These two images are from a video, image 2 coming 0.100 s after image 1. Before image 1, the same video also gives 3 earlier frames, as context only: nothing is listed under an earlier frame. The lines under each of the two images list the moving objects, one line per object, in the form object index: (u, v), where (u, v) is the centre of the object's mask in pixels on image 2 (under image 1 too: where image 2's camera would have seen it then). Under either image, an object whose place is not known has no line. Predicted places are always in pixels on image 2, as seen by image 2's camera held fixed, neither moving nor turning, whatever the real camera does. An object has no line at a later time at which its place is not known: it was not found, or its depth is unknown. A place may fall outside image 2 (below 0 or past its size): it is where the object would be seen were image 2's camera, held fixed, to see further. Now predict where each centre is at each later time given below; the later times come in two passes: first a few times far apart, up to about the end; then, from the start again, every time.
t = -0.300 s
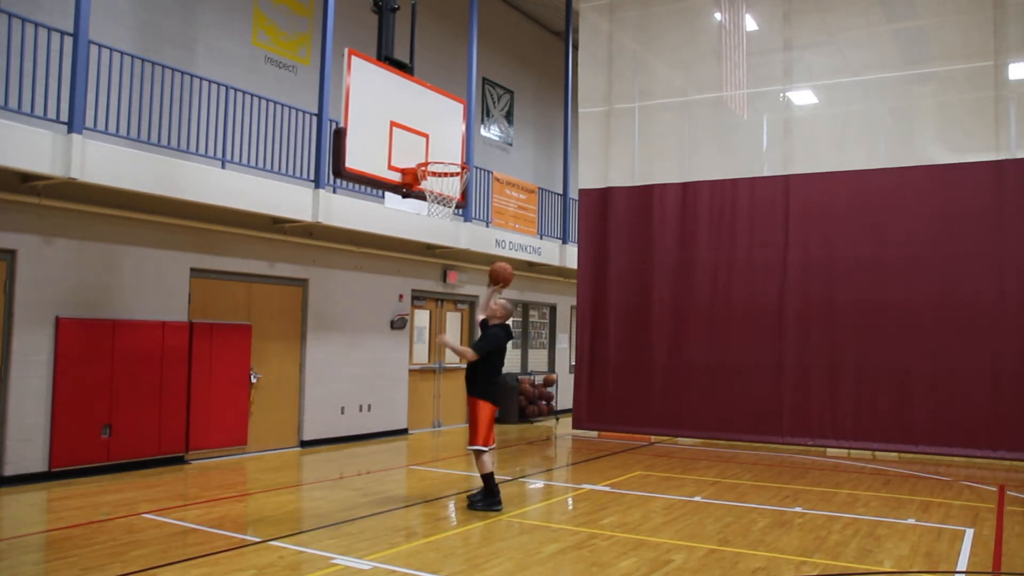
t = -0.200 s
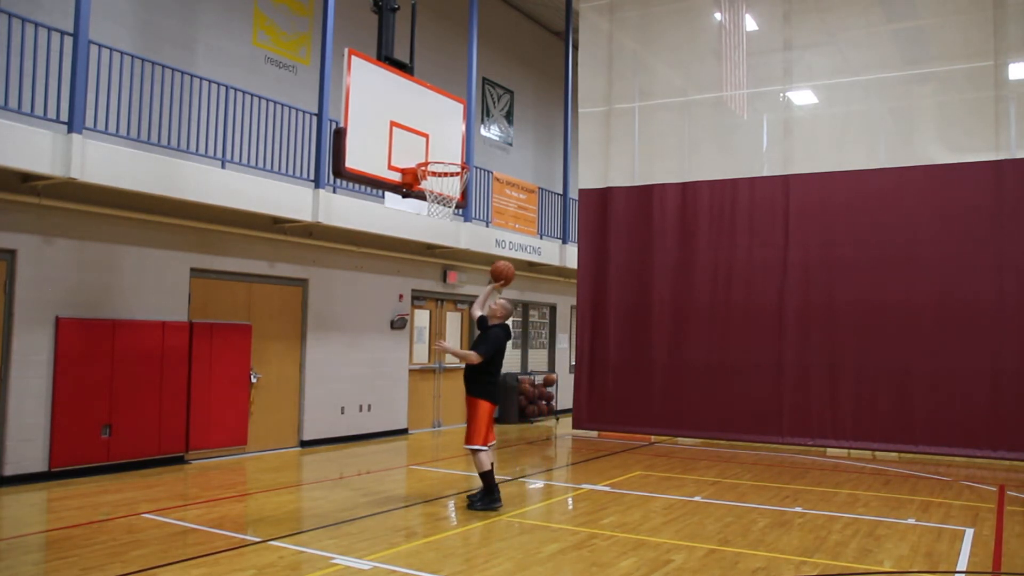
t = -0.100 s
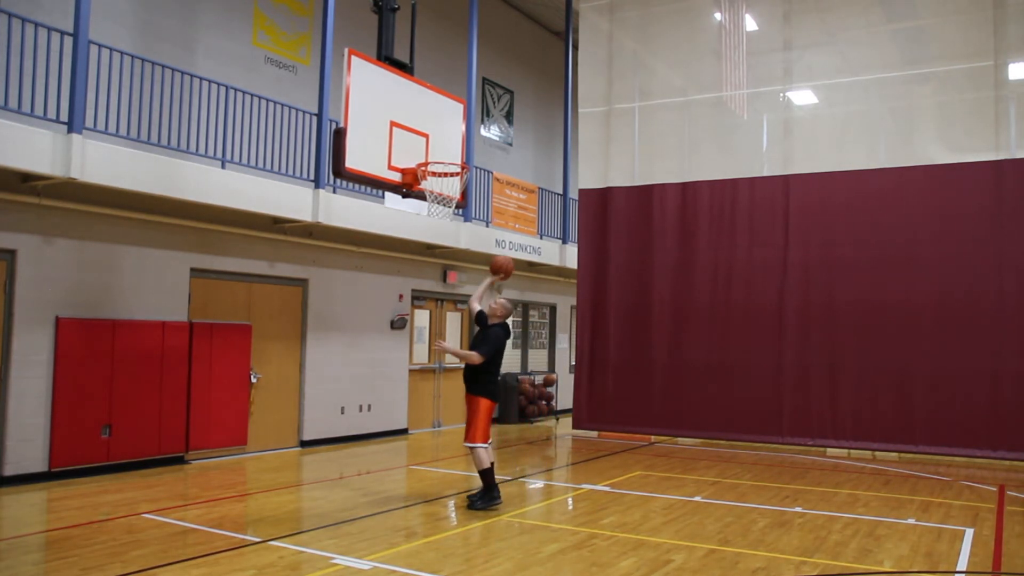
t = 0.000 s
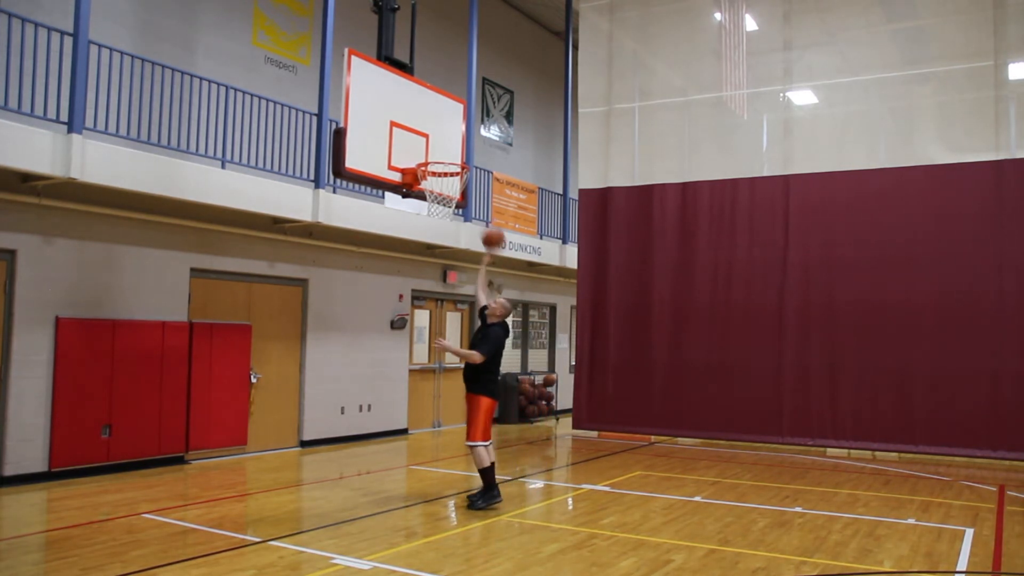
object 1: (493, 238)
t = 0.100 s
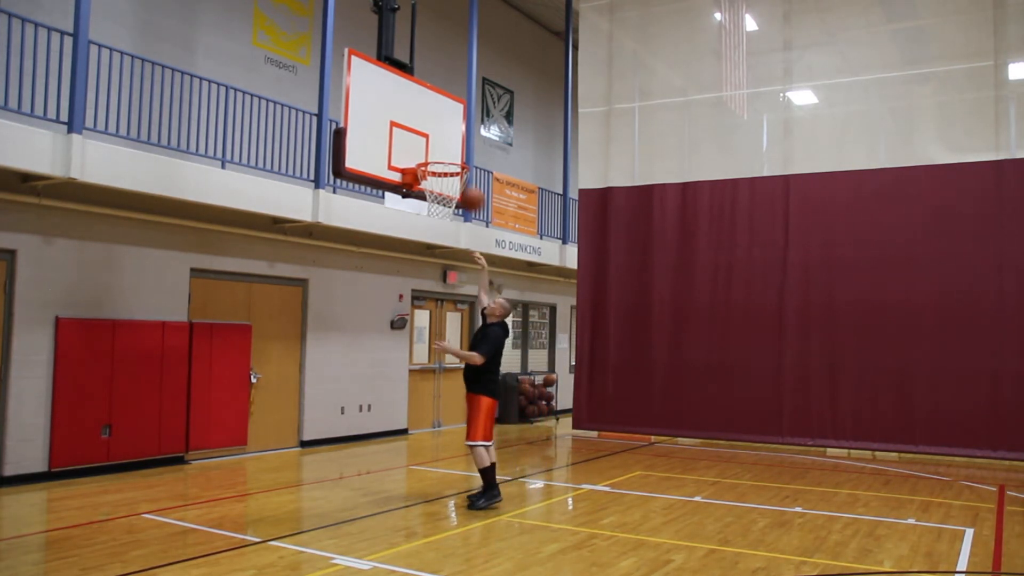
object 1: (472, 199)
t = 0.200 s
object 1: (451, 171)
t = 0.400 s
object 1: (434, 150)
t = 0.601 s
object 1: (441, 179)
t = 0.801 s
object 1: (449, 210)
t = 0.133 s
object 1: (469, 190)
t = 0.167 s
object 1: (455, 182)
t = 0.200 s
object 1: (451, 171)
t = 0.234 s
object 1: (444, 161)
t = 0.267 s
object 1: (438, 155)
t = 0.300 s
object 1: (431, 151)
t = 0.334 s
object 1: (432, 150)
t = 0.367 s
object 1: (433, 149)
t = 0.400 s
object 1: (434, 150)
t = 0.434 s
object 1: (435, 151)
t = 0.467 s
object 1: (437, 155)
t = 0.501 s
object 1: (438, 159)
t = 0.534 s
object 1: (439, 165)
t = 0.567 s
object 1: (439, 172)
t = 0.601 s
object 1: (441, 179)
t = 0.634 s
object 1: (442, 185)
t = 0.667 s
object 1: (443, 191)
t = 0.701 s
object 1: (445, 193)
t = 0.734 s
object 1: (446, 197)
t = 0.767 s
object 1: (447, 201)
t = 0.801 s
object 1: (449, 210)
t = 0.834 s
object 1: (450, 216)
